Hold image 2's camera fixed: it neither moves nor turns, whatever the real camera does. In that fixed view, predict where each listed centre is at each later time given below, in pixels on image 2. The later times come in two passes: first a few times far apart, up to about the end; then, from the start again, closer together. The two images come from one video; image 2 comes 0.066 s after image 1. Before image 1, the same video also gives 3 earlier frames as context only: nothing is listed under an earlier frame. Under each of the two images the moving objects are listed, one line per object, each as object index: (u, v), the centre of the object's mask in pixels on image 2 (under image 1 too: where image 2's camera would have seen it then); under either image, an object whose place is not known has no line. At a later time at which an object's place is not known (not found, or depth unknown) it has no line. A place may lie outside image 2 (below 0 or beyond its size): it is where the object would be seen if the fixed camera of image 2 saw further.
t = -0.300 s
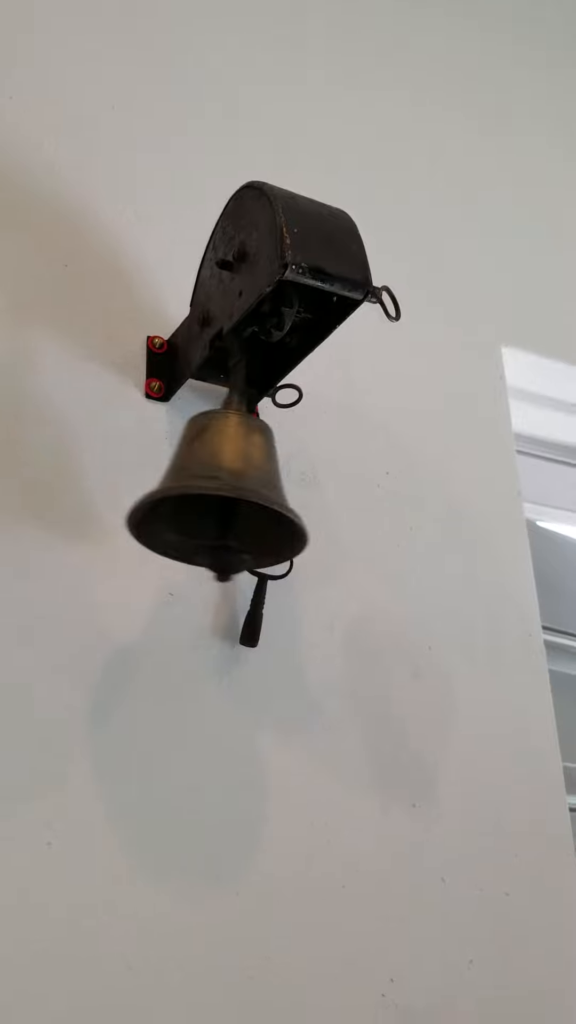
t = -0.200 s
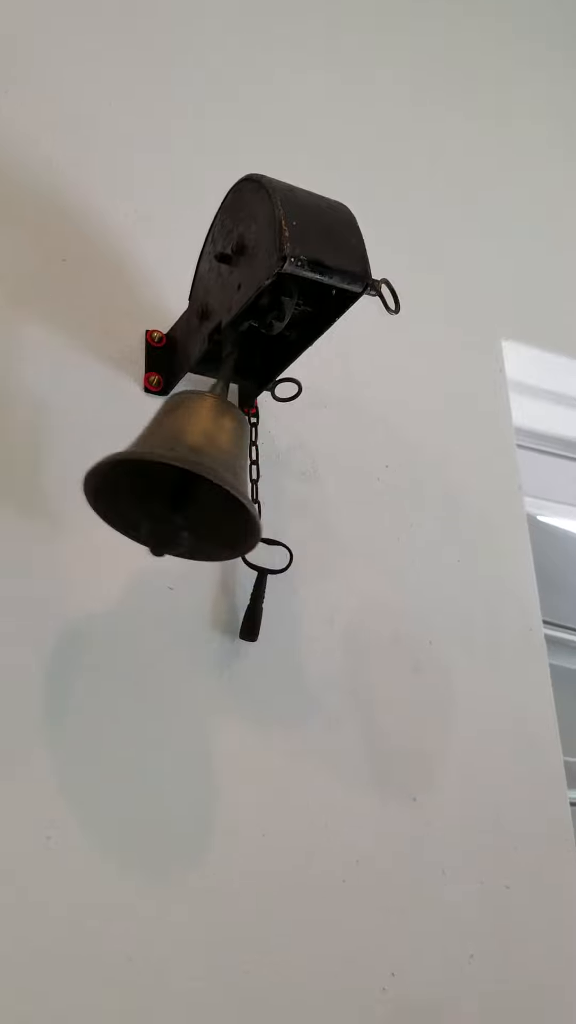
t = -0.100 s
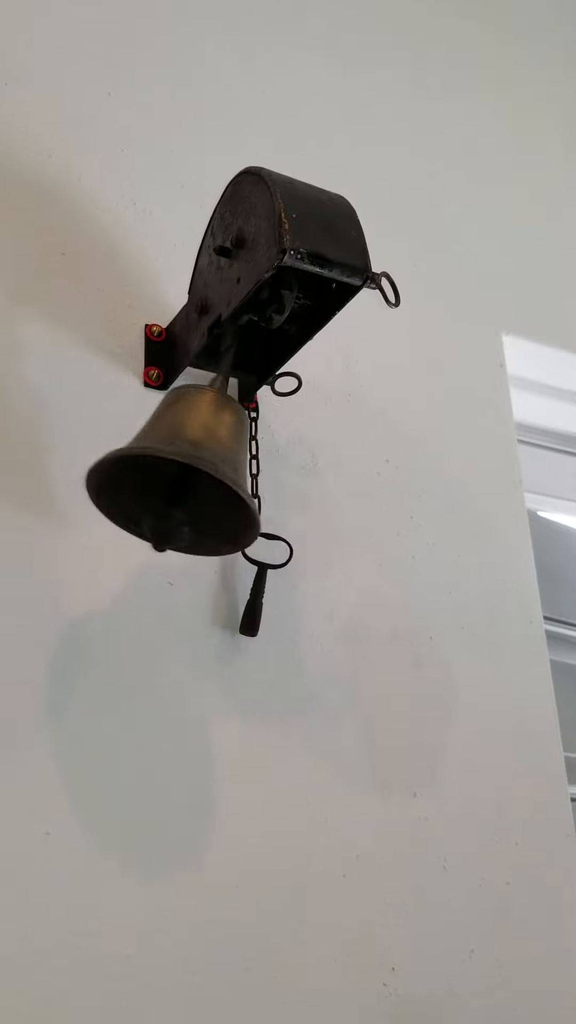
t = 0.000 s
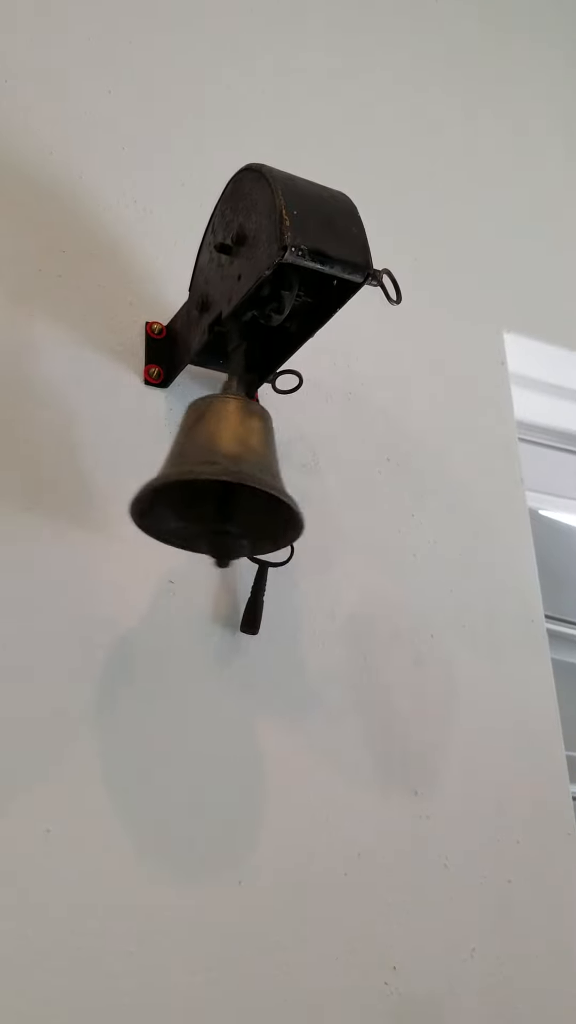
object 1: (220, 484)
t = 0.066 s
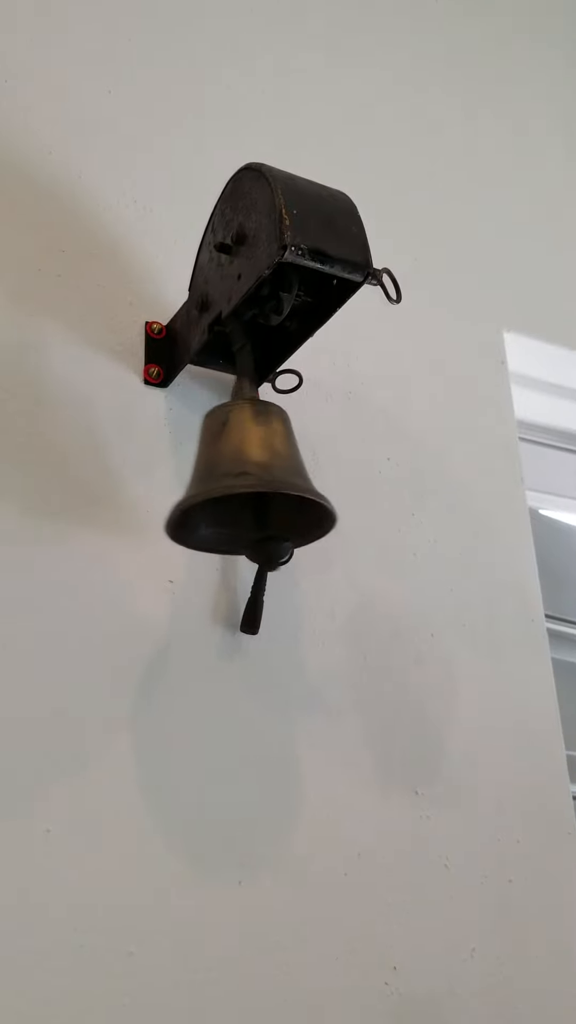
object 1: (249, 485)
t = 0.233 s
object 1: (268, 485)
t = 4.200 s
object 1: (255, 485)
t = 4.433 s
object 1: (200, 476)
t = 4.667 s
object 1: (232, 486)
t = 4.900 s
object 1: (248, 485)
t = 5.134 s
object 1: (200, 477)
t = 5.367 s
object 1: (241, 484)
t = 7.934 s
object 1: (224, 482)
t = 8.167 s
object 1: (242, 485)
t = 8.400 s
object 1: (214, 480)
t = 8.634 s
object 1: (230, 484)
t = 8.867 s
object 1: (237, 485)
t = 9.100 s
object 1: (214, 481)
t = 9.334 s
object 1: (234, 485)
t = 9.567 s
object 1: (232, 484)
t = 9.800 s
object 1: (217, 481)
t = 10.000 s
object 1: (233, 484)
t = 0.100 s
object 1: (260, 485)
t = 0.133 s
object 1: (268, 485)
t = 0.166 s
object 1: (272, 485)
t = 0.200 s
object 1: (272, 484)
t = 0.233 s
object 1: (268, 485)
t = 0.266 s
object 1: (260, 485)
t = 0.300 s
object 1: (248, 486)
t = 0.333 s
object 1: (234, 484)
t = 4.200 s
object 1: (255, 485)
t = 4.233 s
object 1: (250, 485)
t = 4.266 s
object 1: (243, 485)
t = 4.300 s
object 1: (234, 484)
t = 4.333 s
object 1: (224, 483)
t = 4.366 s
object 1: (214, 480)
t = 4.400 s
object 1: (206, 478)
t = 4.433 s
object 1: (200, 476)
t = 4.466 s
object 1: (197, 475)
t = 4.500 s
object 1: (198, 475)
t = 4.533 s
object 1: (200, 476)
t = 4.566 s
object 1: (206, 477)
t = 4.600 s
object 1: (214, 480)
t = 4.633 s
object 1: (223, 481)
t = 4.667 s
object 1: (232, 486)
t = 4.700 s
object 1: (241, 485)
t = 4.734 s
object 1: (248, 484)
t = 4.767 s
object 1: (253, 485)
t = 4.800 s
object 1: (255, 485)
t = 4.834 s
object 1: (255, 485)
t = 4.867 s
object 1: (252, 485)
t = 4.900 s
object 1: (248, 485)
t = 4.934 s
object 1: (240, 484)
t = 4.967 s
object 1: (232, 484)
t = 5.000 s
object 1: (223, 483)
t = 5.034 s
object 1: (214, 483)
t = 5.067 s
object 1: (207, 479)
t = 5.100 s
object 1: (202, 477)
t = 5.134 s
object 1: (200, 477)
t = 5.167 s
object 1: (200, 479)
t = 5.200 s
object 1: (204, 476)
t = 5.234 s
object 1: (209, 479)
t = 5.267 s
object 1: (216, 481)
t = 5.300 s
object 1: (225, 482)
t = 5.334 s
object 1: (233, 483)
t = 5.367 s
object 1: (241, 484)
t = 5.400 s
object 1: (247, 486)
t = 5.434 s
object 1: (251, 486)
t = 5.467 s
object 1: (253, 486)
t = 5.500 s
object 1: (253, 485)
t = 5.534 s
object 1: (250, 485)
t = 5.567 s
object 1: (245, 485)
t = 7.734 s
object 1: (212, 480)
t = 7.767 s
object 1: (210, 479)
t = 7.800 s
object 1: (210, 479)
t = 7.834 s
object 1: (212, 479)
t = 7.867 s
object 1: (215, 480)
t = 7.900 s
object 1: (219, 481)
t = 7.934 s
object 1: (224, 482)
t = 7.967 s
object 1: (229, 483)
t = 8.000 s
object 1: (235, 484)
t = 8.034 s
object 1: (239, 485)
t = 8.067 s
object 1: (242, 485)
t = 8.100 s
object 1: (244, 485)
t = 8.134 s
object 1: (244, 485)
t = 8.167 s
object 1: (242, 485)
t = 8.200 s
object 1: (239, 485)
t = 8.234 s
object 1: (235, 485)
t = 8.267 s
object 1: (230, 483)
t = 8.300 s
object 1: (225, 483)
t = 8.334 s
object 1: (220, 481)
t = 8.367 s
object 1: (216, 480)
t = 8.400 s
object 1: (214, 480)
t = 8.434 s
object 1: (212, 480)
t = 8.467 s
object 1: (212, 479)
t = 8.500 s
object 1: (214, 480)
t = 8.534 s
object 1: (217, 481)
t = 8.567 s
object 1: (221, 482)
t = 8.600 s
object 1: (226, 483)
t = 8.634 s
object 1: (230, 484)
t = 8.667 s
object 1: (235, 484)
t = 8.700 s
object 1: (238, 484)
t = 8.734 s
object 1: (241, 485)
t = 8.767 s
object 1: (242, 485)
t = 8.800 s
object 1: (241, 485)
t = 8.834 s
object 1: (240, 485)
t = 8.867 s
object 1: (237, 485)
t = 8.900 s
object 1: (233, 484)
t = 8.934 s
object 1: (229, 484)
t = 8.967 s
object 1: (225, 483)
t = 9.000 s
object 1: (221, 482)
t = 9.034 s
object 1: (218, 481)
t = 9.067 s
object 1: (215, 481)
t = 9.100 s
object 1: (214, 481)
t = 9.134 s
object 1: (215, 481)
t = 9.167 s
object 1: (217, 481)
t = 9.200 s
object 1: (219, 482)
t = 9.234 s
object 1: (223, 482)
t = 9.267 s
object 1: (227, 483)
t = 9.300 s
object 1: (231, 484)
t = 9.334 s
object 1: (234, 485)
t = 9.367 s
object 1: (237, 484)
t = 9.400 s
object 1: (239, 485)
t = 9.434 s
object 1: (239, 485)
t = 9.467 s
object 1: (239, 485)
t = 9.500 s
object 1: (238, 485)
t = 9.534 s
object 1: (235, 484)
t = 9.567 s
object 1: (232, 484)
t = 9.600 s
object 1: (228, 483)
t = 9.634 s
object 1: (225, 483)
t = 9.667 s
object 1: (221, 482)
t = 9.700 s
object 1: (219, 481)
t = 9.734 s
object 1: (217, 481)
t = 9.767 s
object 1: (217, 481)
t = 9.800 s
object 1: (217, 481)
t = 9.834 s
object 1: (219, 481)
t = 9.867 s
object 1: (221, 482)
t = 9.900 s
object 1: (224, 482)
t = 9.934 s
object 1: (227, 483)
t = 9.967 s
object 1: (231, 484)
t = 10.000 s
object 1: (233, 484)
